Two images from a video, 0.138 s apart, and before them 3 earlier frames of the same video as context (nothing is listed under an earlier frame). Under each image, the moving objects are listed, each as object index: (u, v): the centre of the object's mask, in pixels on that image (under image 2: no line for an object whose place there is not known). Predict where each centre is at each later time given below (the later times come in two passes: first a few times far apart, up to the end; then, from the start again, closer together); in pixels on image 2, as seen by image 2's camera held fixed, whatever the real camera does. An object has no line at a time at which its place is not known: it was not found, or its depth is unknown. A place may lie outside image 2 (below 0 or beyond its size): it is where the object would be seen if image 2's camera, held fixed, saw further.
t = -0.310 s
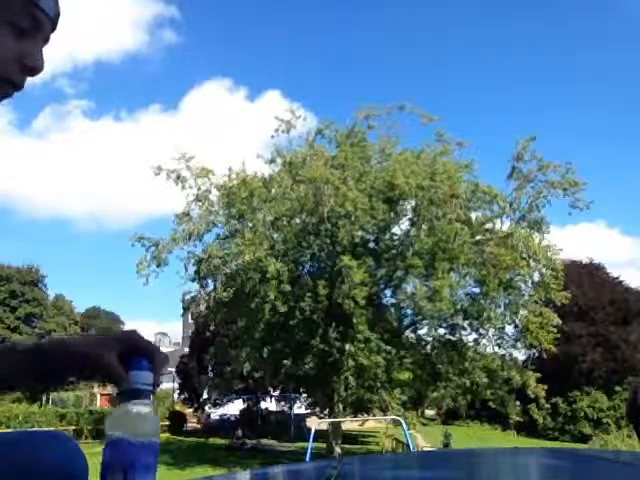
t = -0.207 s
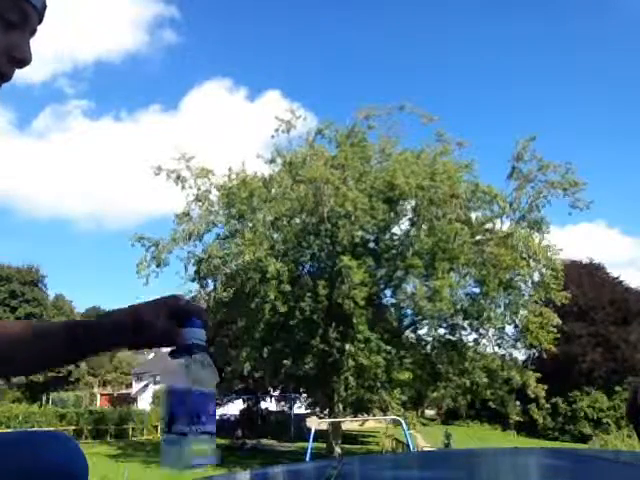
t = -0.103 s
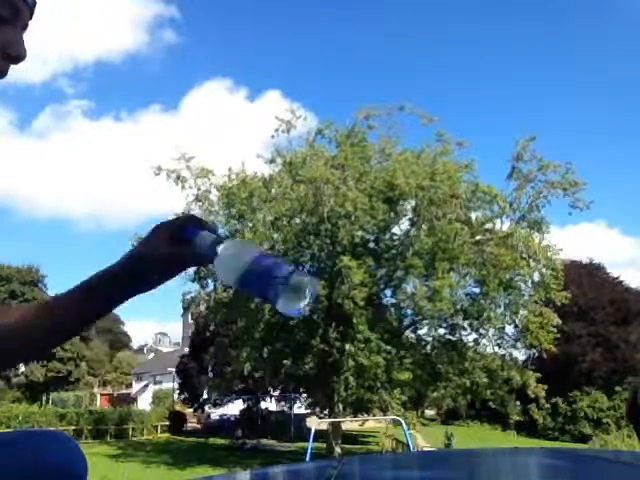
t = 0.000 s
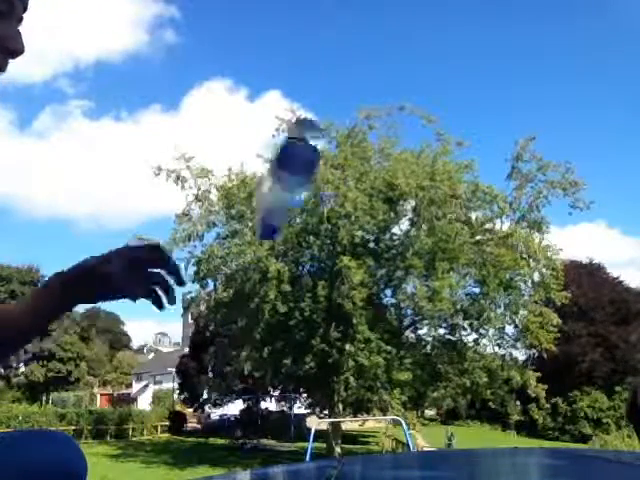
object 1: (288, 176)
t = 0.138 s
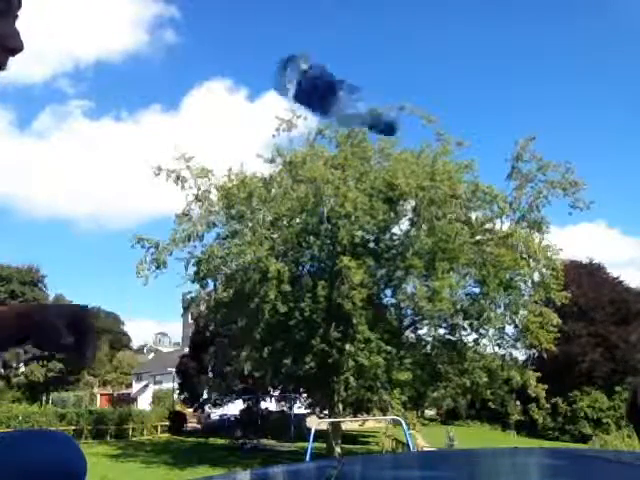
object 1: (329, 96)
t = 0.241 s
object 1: (352, 114)
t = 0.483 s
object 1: (417, 423)
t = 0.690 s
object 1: (377, 460)
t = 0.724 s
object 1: (377, 460)
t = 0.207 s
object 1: (346, 101)
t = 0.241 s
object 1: (352, 114)
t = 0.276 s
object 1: (364, 134)
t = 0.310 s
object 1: (369, 169)
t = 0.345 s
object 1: (382, 210)
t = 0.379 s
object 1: (393, 264)
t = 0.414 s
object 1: (406, 330)
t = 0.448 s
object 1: (422, 413)
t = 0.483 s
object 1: (417, 423)
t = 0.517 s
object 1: (413, 428)
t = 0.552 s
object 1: (402, 435)
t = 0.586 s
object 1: (388, 448)
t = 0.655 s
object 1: (378, 460)
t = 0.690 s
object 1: (377, 460)
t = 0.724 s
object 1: (377, 460)
